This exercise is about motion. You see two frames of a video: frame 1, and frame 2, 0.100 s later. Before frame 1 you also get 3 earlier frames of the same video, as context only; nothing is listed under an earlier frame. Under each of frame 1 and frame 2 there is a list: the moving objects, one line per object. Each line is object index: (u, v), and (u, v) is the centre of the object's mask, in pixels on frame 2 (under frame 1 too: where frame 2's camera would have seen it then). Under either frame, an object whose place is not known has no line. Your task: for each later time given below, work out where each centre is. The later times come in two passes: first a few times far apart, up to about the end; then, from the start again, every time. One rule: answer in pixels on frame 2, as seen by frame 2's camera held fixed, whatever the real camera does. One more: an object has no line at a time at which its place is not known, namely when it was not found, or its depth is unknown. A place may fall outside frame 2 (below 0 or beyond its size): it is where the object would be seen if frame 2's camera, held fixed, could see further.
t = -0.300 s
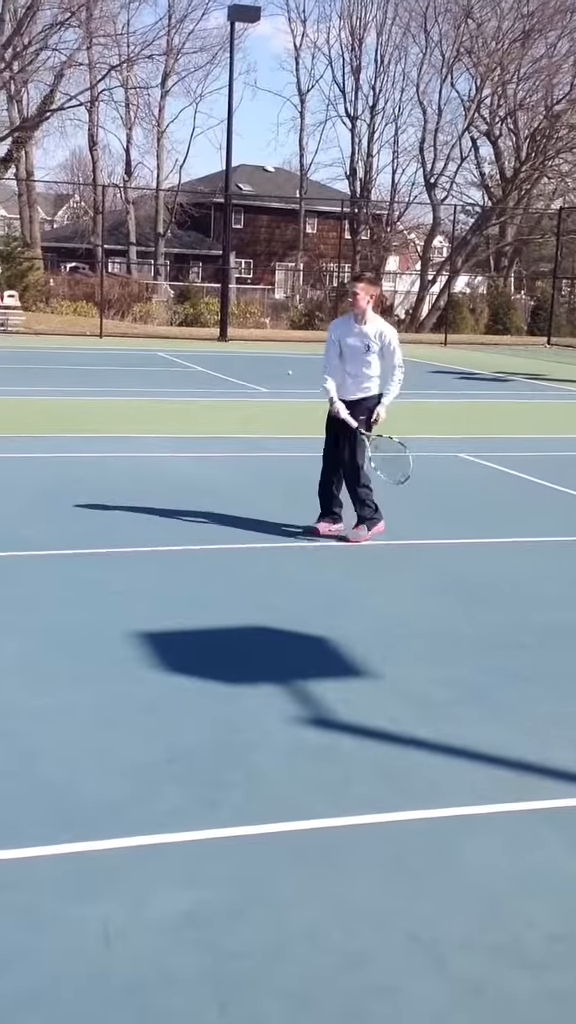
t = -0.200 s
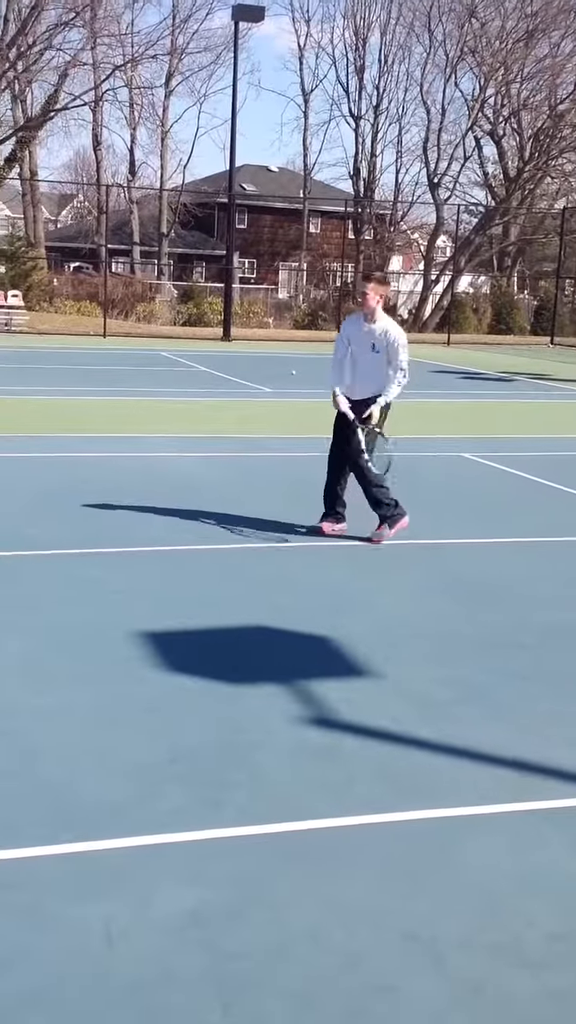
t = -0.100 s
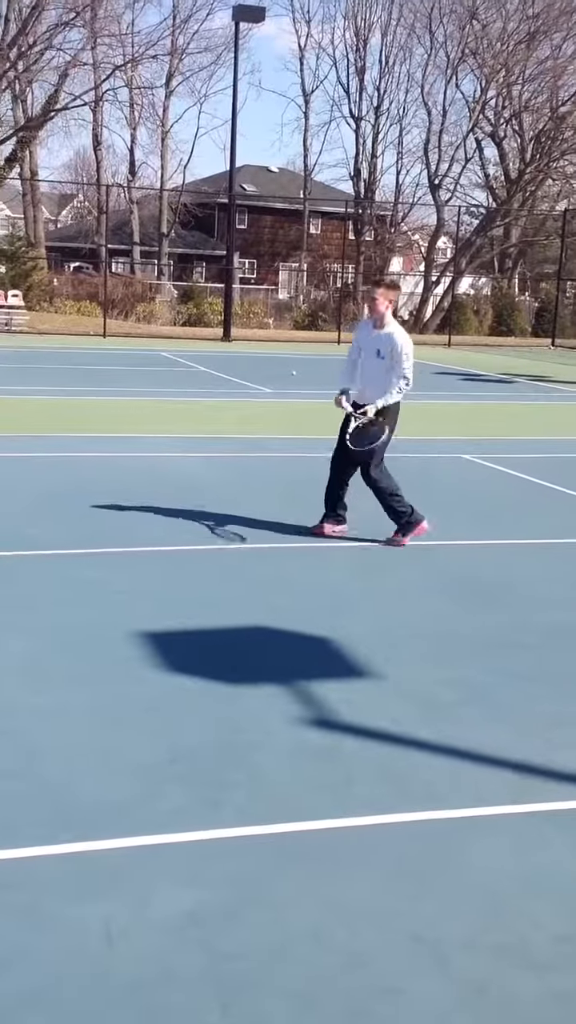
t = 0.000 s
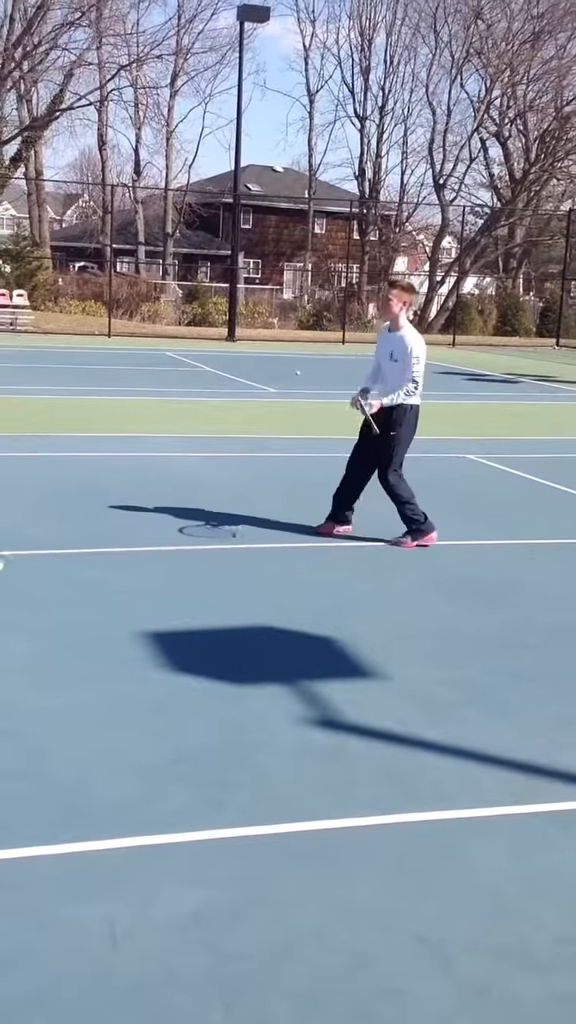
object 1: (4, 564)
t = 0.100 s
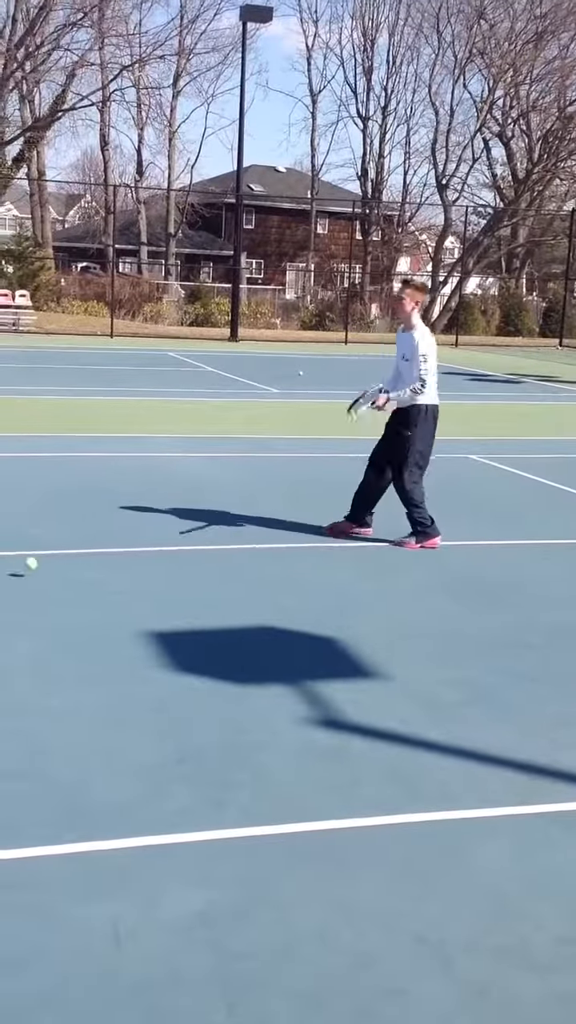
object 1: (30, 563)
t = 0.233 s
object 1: (70, 569)
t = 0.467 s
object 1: (138, 568)
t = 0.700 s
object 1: (201, 568)
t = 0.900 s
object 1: (255, 569)
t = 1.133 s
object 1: (314, 568)
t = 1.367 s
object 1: (368, 567)
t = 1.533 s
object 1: (406, 566)
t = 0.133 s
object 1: (40, 563)
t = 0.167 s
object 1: (51, 563)
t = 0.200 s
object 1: (61, 565)
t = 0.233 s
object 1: (70, 569)
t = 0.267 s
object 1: (81, 569)
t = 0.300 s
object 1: (91, 568)
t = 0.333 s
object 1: (99, 566)
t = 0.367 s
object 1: (110, 567)
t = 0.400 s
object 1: (119, 570)
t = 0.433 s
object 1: (128, 569)
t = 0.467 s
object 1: (138, 568)
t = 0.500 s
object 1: (148, 568)
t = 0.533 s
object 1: (156, 570)
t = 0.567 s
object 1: (166, 568)
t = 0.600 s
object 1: (174, 567)
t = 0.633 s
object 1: (185, 569)
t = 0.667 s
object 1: (193, 569)
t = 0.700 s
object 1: (201, 568)
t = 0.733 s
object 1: (211, 569)
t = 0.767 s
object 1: (220, 569)
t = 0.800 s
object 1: (229, 569)
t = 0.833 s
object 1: (238, 569)
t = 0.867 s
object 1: (247, 569)
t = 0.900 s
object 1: (255, 569)
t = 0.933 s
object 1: (263, 568)
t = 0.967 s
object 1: (271, 568)
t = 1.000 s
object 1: (281, 569)
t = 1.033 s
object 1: (288, 568)
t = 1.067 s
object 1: (297, 568)
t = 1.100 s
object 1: (306, 568)
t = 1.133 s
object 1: (314, 568)
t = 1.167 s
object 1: (321, 568)
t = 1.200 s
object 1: (330, 568)
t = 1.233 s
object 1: (337, 568)
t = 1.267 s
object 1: (345, 568)
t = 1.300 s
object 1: (353, 568)
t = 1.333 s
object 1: (361, 568)
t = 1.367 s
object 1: (368, 567)
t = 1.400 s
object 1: (376, 567)
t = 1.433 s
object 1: (383, 567)
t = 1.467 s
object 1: (391, 567)
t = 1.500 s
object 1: (399, 567)
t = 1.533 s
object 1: (406, 566)
